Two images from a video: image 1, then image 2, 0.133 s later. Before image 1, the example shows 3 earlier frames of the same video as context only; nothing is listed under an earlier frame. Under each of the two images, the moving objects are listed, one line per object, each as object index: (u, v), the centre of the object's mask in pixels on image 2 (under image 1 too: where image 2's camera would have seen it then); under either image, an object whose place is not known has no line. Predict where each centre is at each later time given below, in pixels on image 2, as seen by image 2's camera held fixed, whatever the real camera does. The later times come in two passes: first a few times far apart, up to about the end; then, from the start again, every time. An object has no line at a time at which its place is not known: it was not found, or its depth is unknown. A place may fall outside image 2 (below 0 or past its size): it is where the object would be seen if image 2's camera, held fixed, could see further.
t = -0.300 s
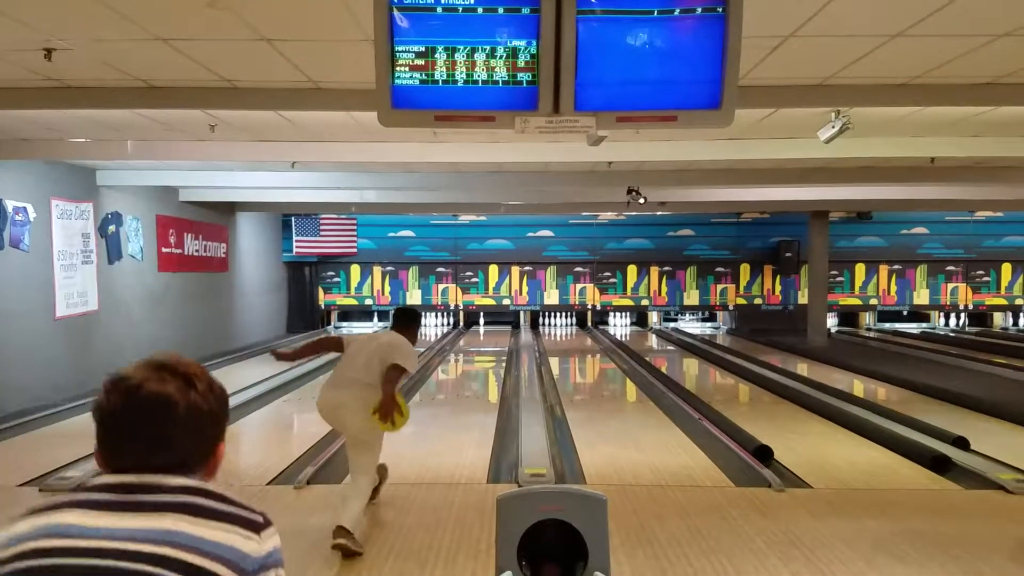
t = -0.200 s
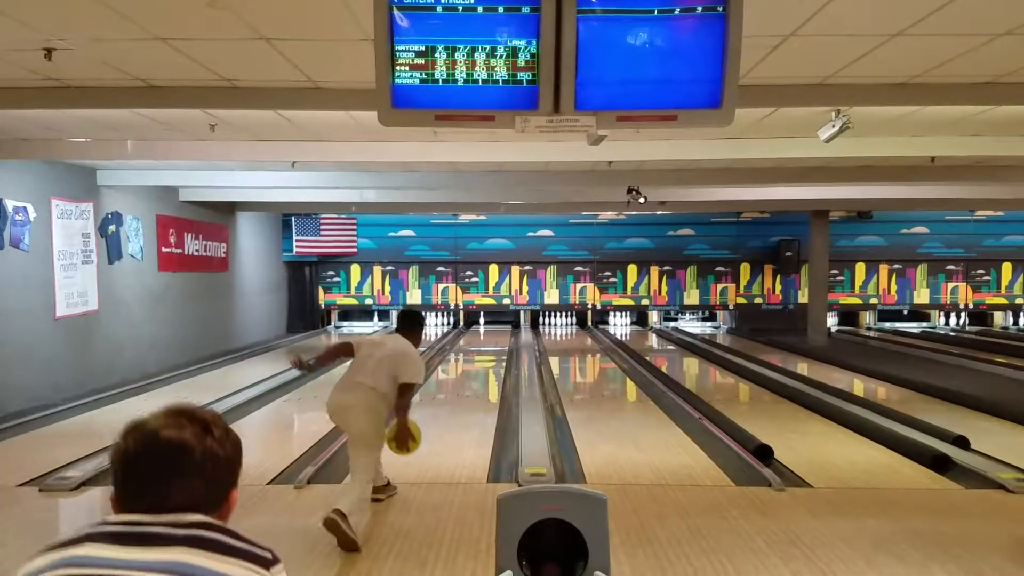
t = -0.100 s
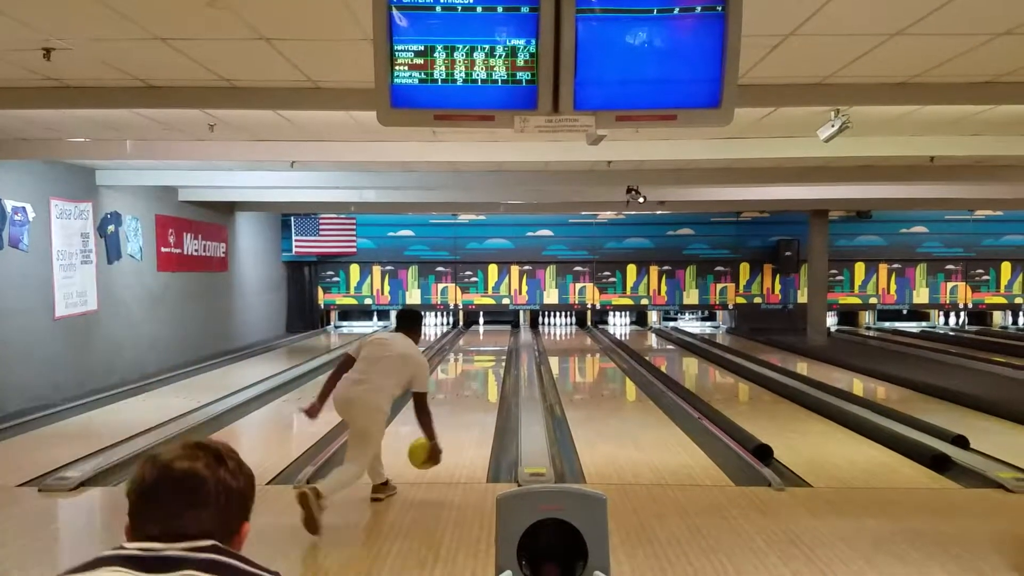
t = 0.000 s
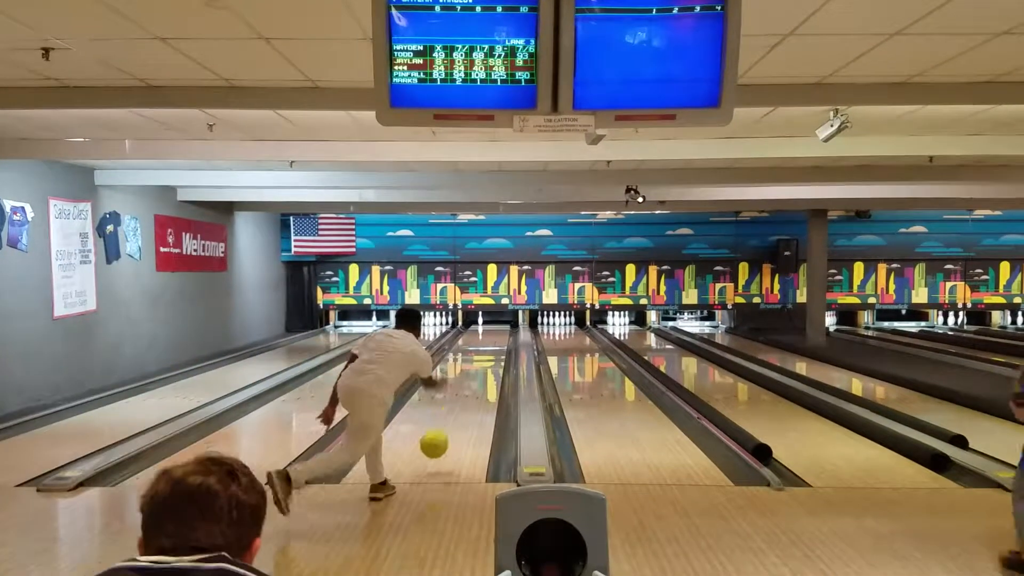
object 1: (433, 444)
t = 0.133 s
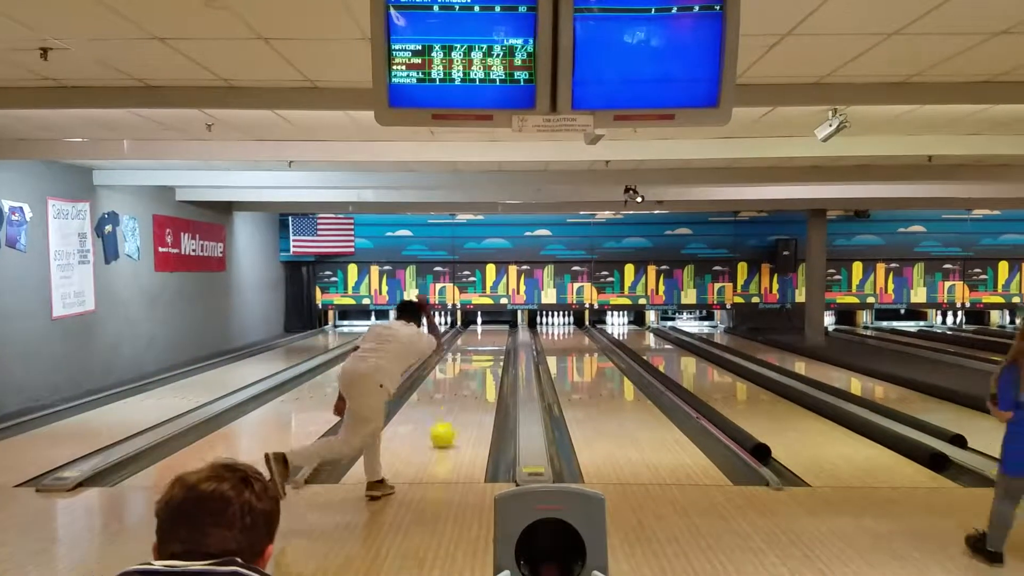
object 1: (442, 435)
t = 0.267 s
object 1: (449, 417)
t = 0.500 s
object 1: (458, 393)
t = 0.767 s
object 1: (463, 375)
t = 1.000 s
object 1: (467, 361)
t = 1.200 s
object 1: (469, 353)
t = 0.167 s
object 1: (444, 430)
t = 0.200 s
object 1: (446, 426)
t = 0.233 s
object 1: (447, 421)
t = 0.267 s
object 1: (449, 417)
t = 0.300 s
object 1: (451, 413)
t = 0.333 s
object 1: (452, 409)
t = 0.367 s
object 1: (457, 404)
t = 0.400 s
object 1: (455, 402)
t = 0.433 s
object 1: (456, 398)
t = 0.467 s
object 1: (457, 395)
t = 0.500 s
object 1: (458, 393)
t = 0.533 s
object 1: (459, 390)
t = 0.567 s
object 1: (460, 387)
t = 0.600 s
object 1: (461, 385)
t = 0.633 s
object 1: (461, 382)
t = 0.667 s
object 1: (462, 380)
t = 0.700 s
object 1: (463, 378)
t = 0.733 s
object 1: (463, 377)
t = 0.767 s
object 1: (463, 375)
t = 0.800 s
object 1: (465, 371)
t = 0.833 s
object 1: (465, 369)
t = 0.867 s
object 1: (466, 368)
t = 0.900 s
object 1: (466, 366)
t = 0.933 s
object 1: (467, 364)
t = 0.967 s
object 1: (467, 362)
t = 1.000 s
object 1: (467, 361)
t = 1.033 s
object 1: (468, 359)
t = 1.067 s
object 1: (468, 358)
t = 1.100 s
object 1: (470, 356)
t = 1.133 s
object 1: (469, 355)
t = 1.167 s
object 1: (469, 354)
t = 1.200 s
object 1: (469, 353)
